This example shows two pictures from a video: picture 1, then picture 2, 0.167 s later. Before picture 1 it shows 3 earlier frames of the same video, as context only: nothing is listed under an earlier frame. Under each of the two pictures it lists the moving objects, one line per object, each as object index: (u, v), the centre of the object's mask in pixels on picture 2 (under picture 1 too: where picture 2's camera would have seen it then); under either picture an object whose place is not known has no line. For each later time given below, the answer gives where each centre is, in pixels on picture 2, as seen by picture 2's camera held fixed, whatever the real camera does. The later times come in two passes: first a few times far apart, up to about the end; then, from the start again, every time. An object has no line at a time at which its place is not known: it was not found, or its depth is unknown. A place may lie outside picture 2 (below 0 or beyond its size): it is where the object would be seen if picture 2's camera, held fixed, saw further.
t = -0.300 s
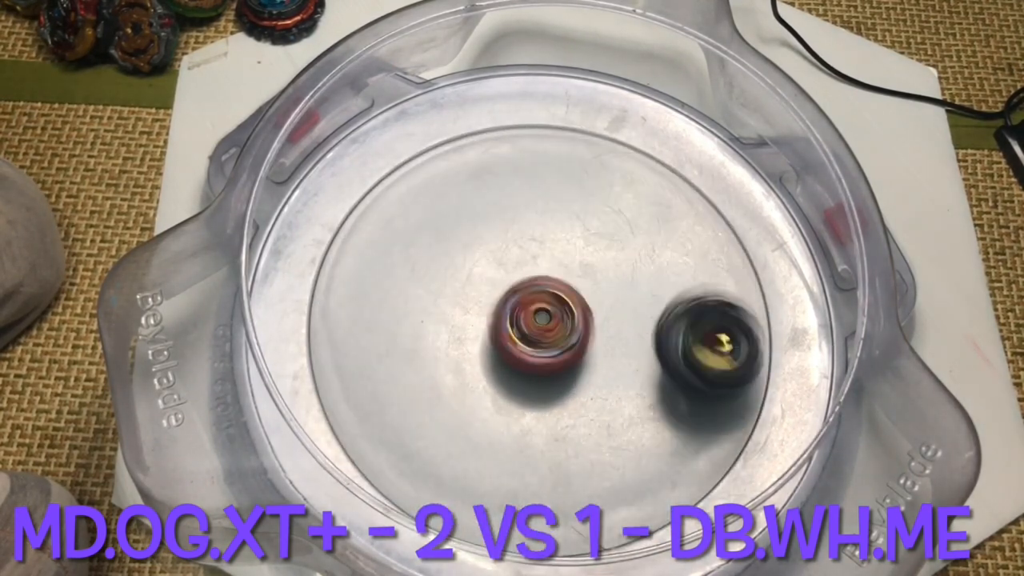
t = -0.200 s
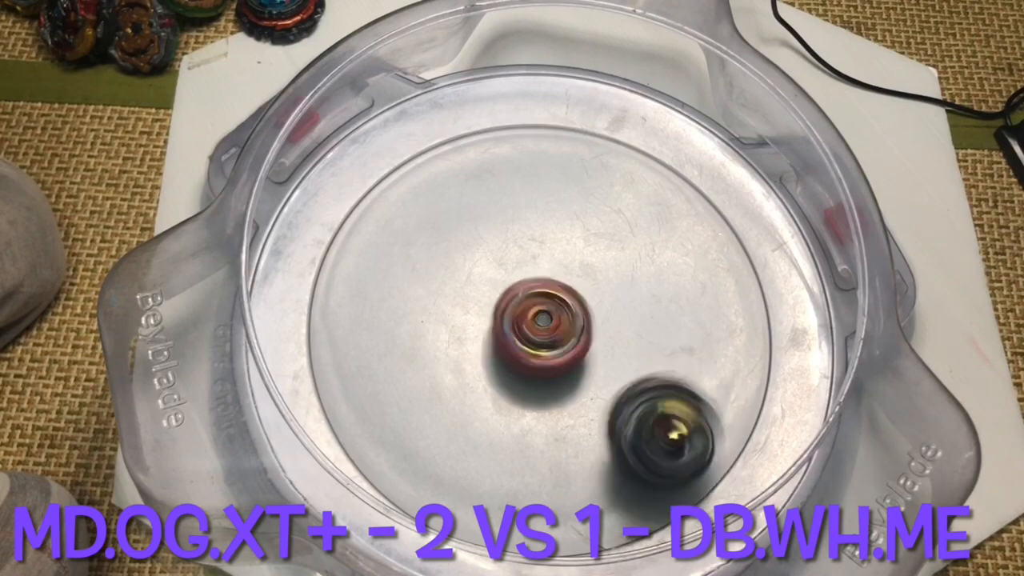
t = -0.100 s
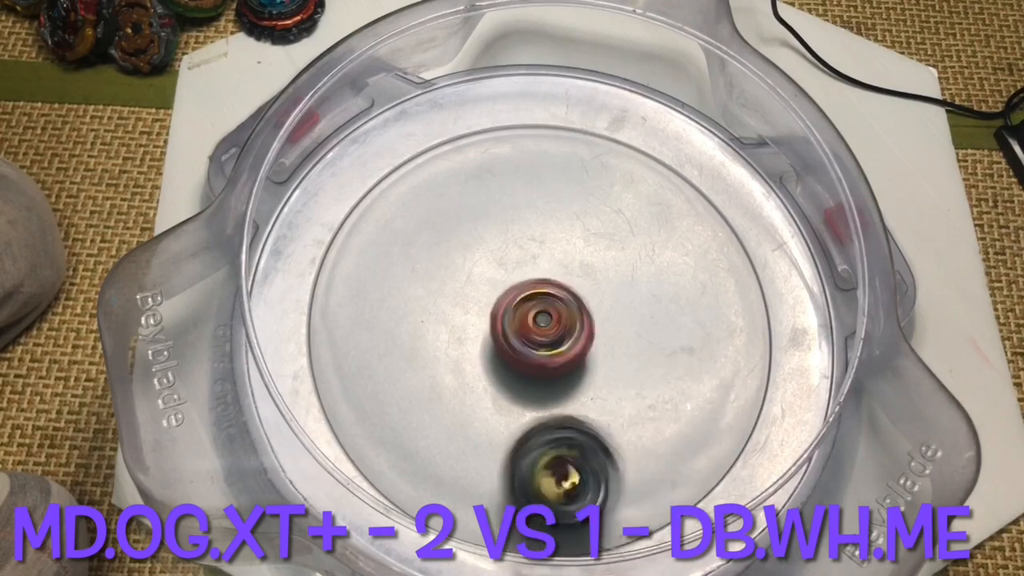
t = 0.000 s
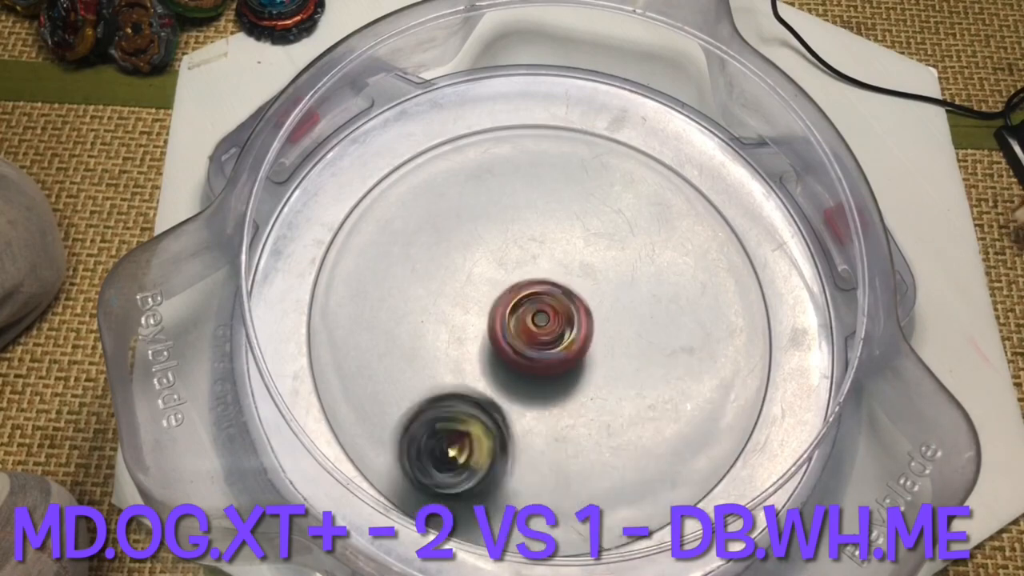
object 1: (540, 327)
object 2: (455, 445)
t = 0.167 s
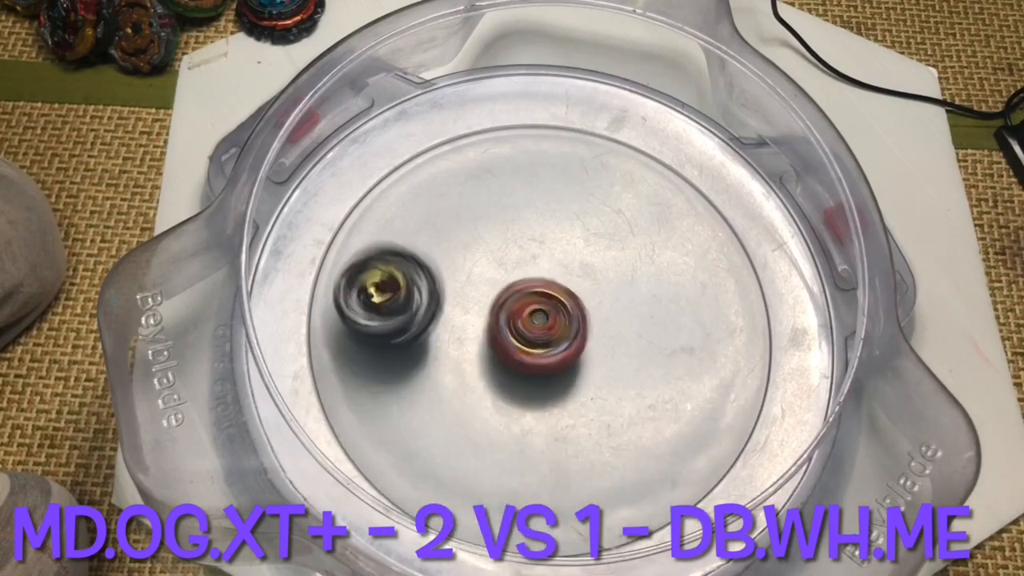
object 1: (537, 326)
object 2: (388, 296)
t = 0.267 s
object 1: (538, 326)
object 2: (432, 216)
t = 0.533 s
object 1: (539, 321)
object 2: (667, 237)
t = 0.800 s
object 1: (541, 323)
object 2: (619, 451)
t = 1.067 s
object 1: (541, 324)
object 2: (397, 346)
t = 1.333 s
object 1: (541, 328)
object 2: (533, 184)
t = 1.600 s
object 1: (539, 324)
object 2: (691, 338)
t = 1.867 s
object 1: (540, 326)
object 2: (494, 445)
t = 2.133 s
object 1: (541, 324)
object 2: (426, 250)
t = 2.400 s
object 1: (541, 325)
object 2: (633, 226)
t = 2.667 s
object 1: (541, 326)
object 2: (628, 424)
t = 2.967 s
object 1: (539, 327)
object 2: (416, 335)
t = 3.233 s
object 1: (541, 327)
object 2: (550, 201)
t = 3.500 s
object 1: (540, 327)
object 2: (668, 349)
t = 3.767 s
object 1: (540, 325)
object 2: (481, 416)
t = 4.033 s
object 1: (540, 326)
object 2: (457, 240)
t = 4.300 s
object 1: (540, 325)
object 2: (631, 256)
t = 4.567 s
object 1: (541, 324)
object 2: (598, 416)
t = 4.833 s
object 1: (544, 321)
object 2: (442, 355)
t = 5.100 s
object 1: (546, 324)
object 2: (481, 244)
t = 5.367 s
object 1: (549, 334)
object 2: (568, 223)
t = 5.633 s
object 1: (537, 357)
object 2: (610, 272)
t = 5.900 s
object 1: (541, 375)
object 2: (592, 301)
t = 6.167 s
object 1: (614, 360)
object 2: (580, 281)
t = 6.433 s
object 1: (638, 316)
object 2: (570, 259)
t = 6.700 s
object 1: (623, 294)
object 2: (510, 261)
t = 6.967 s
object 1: (593, 284)
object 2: (474, 294)
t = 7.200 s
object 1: (585, 273)
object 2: (471, 330)
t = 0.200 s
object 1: (537, 326)
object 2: (396, 268)
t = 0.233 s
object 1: (538, 327)
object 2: (412, 239)
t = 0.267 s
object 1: (538, 326)
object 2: (432, 216)
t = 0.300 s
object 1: (538, 325)
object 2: (460, 196)
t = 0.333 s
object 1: (539, 325)
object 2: (490, 185)
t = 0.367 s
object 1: (539, 324)
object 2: (523, 178)
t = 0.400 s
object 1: (539, 324)
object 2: (554, 178)
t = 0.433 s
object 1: (540, 322)
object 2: (587, 184)
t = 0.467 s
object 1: (539, 322)
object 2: (616, 196)
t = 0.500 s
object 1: (539, 322)
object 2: (645, 216)
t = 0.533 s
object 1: (539, 321)
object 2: (667, 237)
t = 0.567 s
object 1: (539, 321)
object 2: (686, 264)
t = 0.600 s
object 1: (539, 322)
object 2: (696, 293)
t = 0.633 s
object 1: (540, 321)
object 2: (702, 325)
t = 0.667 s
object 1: (540, 321)
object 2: (699, 353)
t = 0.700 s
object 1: (540, 322)
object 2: (689, 385)
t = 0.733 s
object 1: (540, 322)
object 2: (673, 411)
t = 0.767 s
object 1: (541, 322)
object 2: (648, 435)
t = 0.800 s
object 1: (541, 323)
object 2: (619, 451)
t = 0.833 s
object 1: (540, 322)
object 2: (583, 461)
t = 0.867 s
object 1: (540, 323)
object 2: (549, 462)
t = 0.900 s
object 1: (541, 323)
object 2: (513, 458)
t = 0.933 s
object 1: (540, 323)
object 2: (480, 449)
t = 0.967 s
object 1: (541, 324)
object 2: (448, 427)
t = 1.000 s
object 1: (541, 324)
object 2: (424, 404)
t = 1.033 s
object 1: (541, 325)
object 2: (408, 375)
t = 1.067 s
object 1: (541, 324)
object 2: (397, 346)
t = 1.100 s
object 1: (541, 325)
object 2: (396, 314)
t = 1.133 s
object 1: (540, 325)
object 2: (399, 286)
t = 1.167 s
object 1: (539, 325)
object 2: (411, 257)
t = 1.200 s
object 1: (540, 326)
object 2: (427, 233)
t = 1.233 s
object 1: (539, 326)
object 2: (449, 213)
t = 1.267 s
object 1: (539, 327)
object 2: (475, 198)
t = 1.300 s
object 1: (540, 327)
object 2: (505, 188)
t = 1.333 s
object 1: (541, 328)
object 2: (533, 184)
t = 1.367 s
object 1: (541, 328)
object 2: (564, 185)
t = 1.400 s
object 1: (542, 327)
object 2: (592, 196)
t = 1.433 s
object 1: (542, 326)
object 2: (620, 208)
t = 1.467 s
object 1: (542, 326)
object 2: (646, 226)
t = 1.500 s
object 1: (542, 325)
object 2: (666, 250)
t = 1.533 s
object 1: (541, 324)
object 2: (682, 278)
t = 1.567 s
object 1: (540, 325)
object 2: (689, 309)
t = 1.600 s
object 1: (539, 324)
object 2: (691, 338)
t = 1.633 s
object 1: (539, 324)
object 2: (684, 366)
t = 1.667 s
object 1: (538, 325)
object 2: (672, 394)
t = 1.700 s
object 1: (538, 325)
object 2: (650, 418)
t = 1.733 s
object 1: (538, 325)
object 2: (625, 438)
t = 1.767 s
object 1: (539, 326)
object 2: (596, 448)
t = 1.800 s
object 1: (539, 326)
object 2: (562, 455)
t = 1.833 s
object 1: (539, 326)
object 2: (528, 453)
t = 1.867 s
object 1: (540, 326)
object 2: (494, 445)
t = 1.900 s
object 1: (540, 326)
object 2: (465, 430)
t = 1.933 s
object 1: (541, 326)
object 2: (440, 409)
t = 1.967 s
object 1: (542, 326)
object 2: (421, 384)
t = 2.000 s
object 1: (541, 325)
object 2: (409, 358)
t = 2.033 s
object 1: (542, 325)
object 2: (404, 331)
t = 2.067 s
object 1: (542, 325)
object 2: (405, 301)
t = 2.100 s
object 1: (541, 324)
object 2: (412, 275)
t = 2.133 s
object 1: (541, 324)
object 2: (426, 250)
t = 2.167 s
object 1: (541, 324)
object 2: (444, 229)
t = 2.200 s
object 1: (540, 324)
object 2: (467, 213)
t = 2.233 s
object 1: (541, 324)
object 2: (492, 200)
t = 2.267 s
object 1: (541, 326)
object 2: (519, 195)
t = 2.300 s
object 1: (540, 325)
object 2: (548, 194)
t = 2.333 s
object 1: (541, 326)
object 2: (577, 200)
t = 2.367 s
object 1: (541, 326)
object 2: (607, 209)
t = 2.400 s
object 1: (541, 325)
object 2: (633, 226)
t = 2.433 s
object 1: (542, 325)
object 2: (654, 248)
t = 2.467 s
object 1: (542, 326)
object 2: (670, 272)
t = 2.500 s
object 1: (542, 326)
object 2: (679, 300)
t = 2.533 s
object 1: (542, 326)
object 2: (683, 328)
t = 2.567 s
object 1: (542, 326)
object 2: (680, 355)
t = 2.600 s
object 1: (541, 325)
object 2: (669, 382)
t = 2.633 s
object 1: (541, 325)
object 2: (650, 405)
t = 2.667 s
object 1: (541, 326)
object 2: (628, 424)
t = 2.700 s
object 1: (541, 326)
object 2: (601, 438)
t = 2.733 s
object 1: (541, 326)
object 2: (572, 446)
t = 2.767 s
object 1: (540, 326)
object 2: (540, 446)
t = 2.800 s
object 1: (540, 326)
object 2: (511, 440)
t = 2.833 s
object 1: (540, 326)
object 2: (482, 426)
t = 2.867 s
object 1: (539, 327)
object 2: (455, 409)
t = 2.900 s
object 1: (540, 326)
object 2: (436, 386)
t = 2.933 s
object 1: (539, 327)
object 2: (422, 360)
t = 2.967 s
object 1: (539, 327)
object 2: (416, 335)
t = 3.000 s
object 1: (540, 327)
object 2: (416, 308)
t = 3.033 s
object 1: (540, 327)
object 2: (420, 282)
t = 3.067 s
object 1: (540, 327)
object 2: (433, 258)
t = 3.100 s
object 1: (541, 327)
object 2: (449, 236)
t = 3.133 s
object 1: (541, 327)
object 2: (471, 219)
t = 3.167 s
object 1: (541, 327)
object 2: (494, 207)
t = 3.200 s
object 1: (542, 327)
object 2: (520, 201)
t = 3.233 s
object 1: (541, 327)
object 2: (550, 201)
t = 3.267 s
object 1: (541, 326)
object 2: (577, 207)
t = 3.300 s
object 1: (541, 326)
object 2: (603, 216)
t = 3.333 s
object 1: (539, 326)
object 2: (625, 229)
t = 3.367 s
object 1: (540, 326)
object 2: (644, 248)
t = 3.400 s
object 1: (540, 327)
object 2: (659, 270)
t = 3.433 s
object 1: (539, 326)
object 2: (669, 295)
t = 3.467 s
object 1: (540, 326)
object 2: (672, 322)
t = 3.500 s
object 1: (540, 327)
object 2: (668, 349)
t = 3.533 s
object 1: (539, 327)
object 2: (659, 374)
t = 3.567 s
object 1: (540, 326)
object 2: (642, 395)
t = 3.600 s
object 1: (539, 327)
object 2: (623, 414)
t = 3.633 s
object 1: (540, 326)
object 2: (596, 425)
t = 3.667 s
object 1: (540, 327)
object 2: (567, 434)
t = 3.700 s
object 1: (539, 326)
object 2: (537, 433)
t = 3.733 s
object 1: (541, 325)
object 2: (508, 426)
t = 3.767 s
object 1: (540, 325)
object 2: (481, 416)
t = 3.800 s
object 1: (539, 325)
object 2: (458, 398)
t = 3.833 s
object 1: (540, 325)
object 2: (440, 376)
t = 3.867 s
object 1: (540, 325)
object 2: (428, 354)
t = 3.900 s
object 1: (539, 325)
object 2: (423, 326)
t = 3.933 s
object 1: (540, 325)
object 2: (422, 304)
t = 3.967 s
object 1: (539, 325)
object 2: (430, 279)
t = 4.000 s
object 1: (539, 324)
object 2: (440, 259)
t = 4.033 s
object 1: (540, 326)
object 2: (457, 240)
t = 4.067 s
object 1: (539, 325)
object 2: (475, 226)
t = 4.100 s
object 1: (539, 325)
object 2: (496, 217)
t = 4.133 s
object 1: (540, 326)
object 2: (521, 210)
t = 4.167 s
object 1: (539, 326)
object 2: (546, 212)
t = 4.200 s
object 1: (540, 325)
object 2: (571, 216)
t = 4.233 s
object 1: (539, 326)
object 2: (593, 225)
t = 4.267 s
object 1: (540, 325)
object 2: (614, 239)
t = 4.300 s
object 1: (540, 325)
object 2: (631, 256)
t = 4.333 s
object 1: (540, 325)
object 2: (645, 279)
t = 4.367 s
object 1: (540, 324)
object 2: (653, 304)
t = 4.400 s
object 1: (540, 324)
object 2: (656, 327)
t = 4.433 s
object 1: (540, 324)
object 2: (653, 349)
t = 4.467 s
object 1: (541, 324)
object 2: (646, 370)
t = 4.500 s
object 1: (540, 323)
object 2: (632, 390)
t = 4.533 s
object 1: (540, 323)
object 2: (617, 403)
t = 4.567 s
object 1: (541, 324)
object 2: (598, 416)
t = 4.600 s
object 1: (540, 323)
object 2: (576, 422)
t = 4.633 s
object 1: (541, 323)
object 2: (553, 422)
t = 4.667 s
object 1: (542, 323)
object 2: (526, 421)
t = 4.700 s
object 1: (542, 322)
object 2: (505, 412)
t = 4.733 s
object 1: (543, 322)
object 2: (485, 398)
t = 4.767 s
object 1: (543, 323)
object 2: (469, 385)
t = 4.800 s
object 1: (544, 322)
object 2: (455, 369)
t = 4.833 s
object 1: (544, 321)
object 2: (442, 355)
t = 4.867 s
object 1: (543, 321)
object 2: (435, 340)
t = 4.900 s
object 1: (543, 320)
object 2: (432, 323)
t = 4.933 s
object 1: (541, 320)
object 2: (431, 308)
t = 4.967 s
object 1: (540, 322)
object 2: (438, 290)
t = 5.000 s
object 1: (541, 323)
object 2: (444, 276)
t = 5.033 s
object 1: (542, 323)
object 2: (454, 265)
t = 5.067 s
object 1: (544, 323)
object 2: (469, 254)
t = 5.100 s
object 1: (546, 324)
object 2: (481, 244)
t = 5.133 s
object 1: (550, 323)
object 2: (493, 238)
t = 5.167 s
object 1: (551, 323)
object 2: (505, 229)
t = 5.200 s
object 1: (550, 322)
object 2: (517, 227)
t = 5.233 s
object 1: (549, 322)
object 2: (531, 225)
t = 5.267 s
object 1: (544, 322)
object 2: (542, 225)
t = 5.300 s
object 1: (544, 326)
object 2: (551, 223)
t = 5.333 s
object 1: (546, 331)
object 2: (560, 220)
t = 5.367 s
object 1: (549, 334)
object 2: (568, 223)
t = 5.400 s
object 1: (553, 335)
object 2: (578, 226)
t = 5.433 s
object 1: (555, 335)
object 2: (586, 231)
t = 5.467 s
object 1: (552, 335)
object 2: (593, 240)
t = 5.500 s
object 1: (549, 334)
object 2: (599, 253)
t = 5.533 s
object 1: (543, 337)
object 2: (604, 259)
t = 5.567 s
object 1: (540, 343)
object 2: (609, 262)
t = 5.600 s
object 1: (538, 348)
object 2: (607, 271)
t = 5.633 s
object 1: (537, 357)
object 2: (610, 272)
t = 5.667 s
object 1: (539, 364)
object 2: (610, 278)
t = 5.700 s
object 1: (540, 367)
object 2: (611, 282)
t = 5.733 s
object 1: (539, 369)
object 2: (612, 287)
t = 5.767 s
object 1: (538, 370)
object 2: (610, 294)
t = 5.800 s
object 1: (537, 372)
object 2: (607, 299)
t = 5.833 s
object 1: (536, 372)
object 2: (604, 305)
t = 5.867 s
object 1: (535, 374)
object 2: (598, 303)
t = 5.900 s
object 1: (541, 375)
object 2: (592, 301)
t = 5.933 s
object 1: (547, 375)
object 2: (586, 296)
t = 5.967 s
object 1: (555, 376)
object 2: (582, 295)
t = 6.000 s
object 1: (566, 376)
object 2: (581, 290)
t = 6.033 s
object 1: (579, 374)
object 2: (583, 287)
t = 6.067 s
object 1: (589, 371)
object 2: (586, 285)
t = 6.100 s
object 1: (598, 368)
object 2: (586, 283)
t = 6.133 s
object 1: (607, 365)
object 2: (583, 282)
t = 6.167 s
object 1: (614, 360)
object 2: (580, 281)
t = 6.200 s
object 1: (621, 353)
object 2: (579, 281)
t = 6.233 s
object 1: (628, 347)
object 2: (576, 274)
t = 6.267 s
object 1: (632, 340)
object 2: (573, 269)
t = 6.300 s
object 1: (635, 335)
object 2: (572, 266)
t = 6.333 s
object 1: (637, 330)
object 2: (571, 261)
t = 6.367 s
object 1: (639, 326)
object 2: (571, 260)
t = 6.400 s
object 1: (638, 321)
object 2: (572, 257)
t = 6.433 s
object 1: (638, 316)
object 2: (570, 259)
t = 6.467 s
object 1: (643, 312)
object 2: (561, 259)
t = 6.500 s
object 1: (644, 308)
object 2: (555, 257)
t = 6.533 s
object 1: (641, 303)
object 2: (548, 255)
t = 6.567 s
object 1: (637, 299)
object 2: (539, 250)
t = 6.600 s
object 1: (634, 297)
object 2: (530, 255)
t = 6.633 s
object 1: (630, 296)
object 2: (523, 258)
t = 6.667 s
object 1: (627, 294)
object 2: (518, 259)
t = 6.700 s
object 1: (623, 294)
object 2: (510, 261)
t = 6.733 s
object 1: (620, 293)
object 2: (501, 260)
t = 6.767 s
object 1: (617, 293)
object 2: (494, 267)
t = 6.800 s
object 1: (613, 292)
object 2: (491, 272)
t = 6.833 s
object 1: (610, 290)
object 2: (487, 274)
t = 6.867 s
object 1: (606, 290)
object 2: (483, 278)
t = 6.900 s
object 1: (601, 289)
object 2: (477, 282)
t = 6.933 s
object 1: (597, 287)
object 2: (474, 289)
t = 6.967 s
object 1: (593, 284)
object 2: (474, 294)
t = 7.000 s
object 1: (590, 281)
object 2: (474, 297)
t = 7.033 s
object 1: (587, 279)
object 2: (473, 300)
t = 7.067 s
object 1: (586, 276)
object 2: (470, 306)
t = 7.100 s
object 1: (585, 274)
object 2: (468, 314)
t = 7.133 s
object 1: (585, 273)
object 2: (470, 319)
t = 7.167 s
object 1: (585, 272)
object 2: (471, 325)
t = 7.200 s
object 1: (585, 273)
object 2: (471, 330)
